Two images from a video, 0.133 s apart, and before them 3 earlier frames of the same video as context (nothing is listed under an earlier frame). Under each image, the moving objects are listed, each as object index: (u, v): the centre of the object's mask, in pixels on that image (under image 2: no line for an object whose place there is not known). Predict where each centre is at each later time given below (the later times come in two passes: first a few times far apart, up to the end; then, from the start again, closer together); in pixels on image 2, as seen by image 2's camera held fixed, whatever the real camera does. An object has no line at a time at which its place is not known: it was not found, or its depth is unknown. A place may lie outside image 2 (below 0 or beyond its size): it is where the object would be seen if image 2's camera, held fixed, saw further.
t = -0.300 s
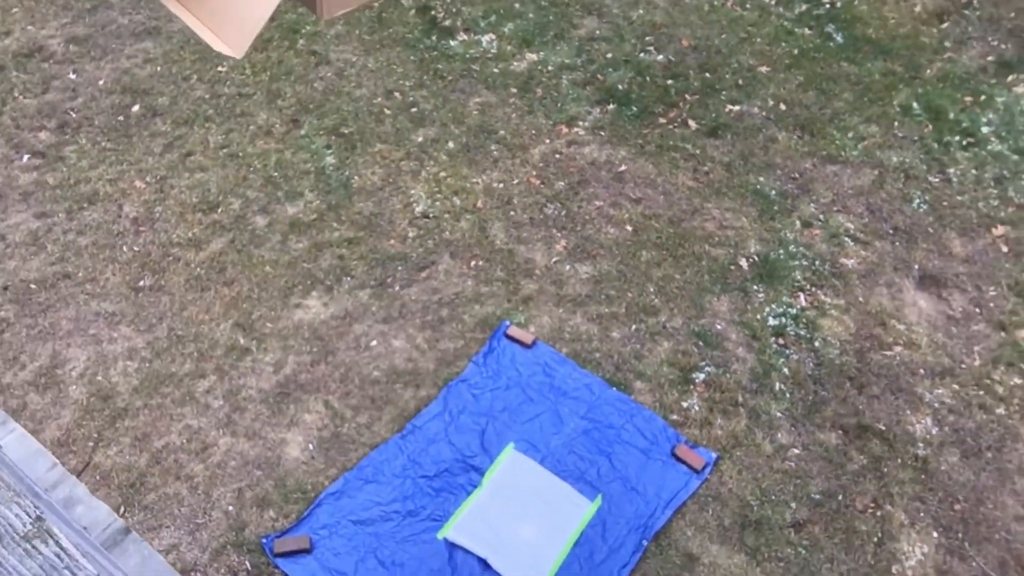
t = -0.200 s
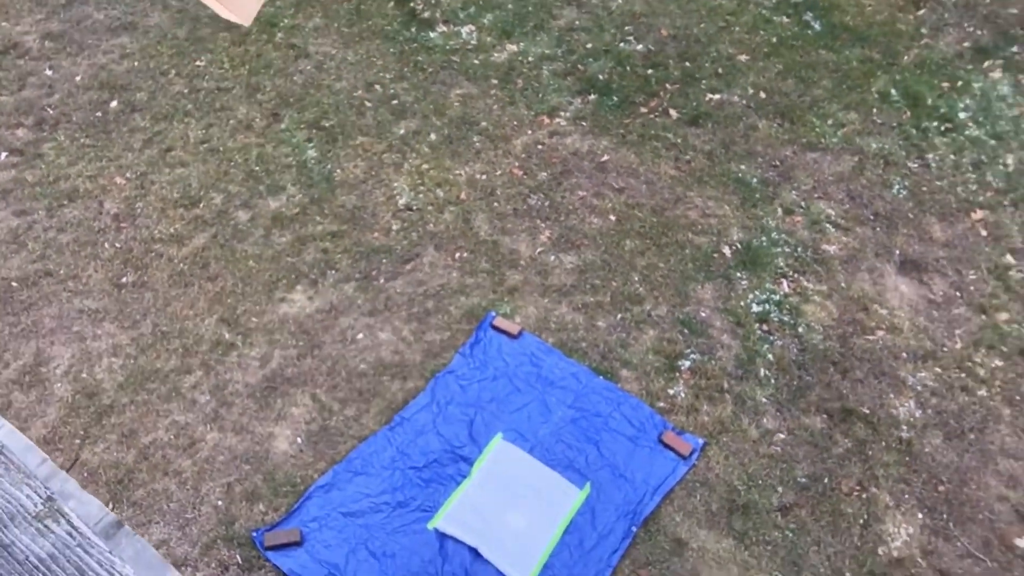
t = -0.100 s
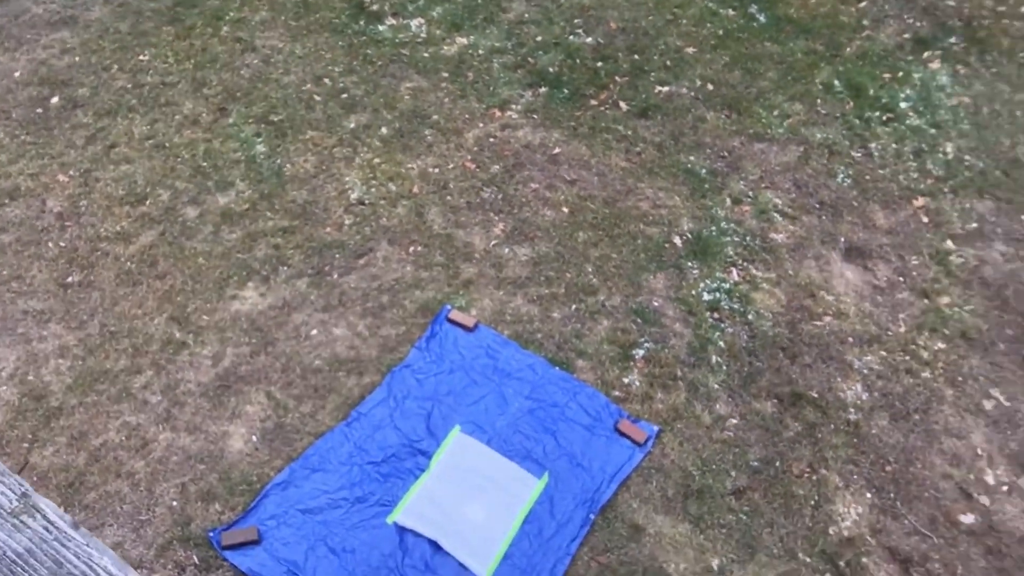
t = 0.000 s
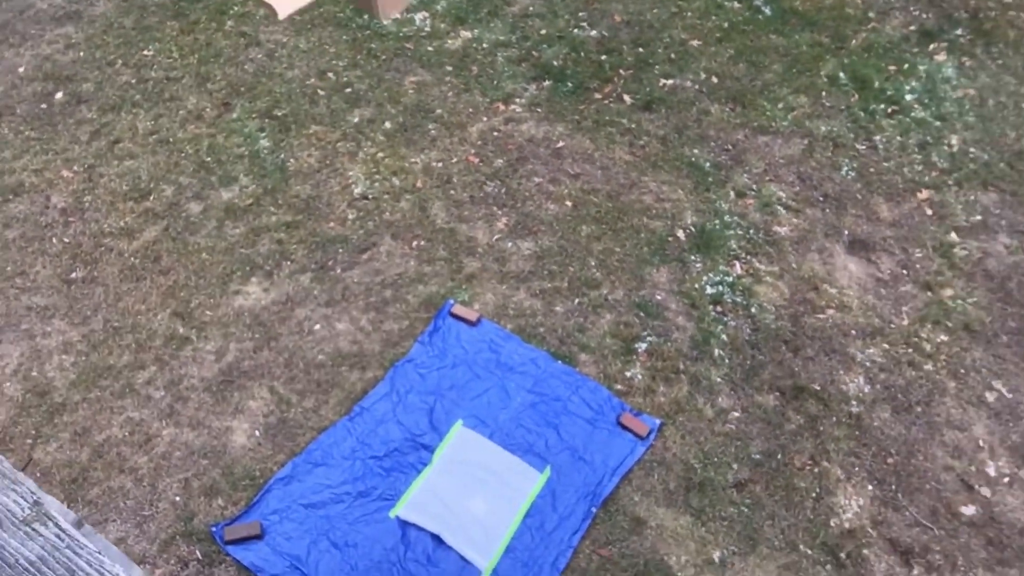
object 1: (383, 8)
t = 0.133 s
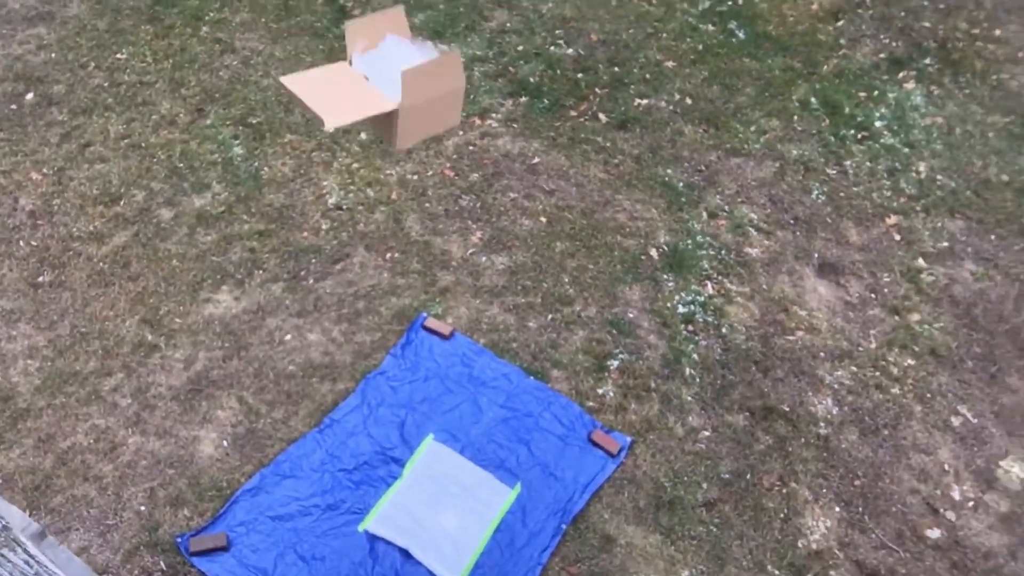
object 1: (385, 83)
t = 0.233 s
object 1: (422, 180)
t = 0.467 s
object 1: (465, 375)
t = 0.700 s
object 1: (464, 514)
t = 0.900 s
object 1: (452, 617)
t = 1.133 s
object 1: (431, 591)
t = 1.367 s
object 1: (425, 587)
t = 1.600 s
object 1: (425, 588)
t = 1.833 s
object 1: (425, 588)
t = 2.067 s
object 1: (424, 587)
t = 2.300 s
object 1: (424, 588)
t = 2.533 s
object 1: (424, 589)
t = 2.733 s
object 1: (425, 589)
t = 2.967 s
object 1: (425, 588)
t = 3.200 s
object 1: (430, 588)
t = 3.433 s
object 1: (430, 588)
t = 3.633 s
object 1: (429, 587)
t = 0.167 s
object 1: (398, 116)
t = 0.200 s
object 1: (410, 148)
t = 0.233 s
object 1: (422, 180)
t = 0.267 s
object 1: (433, 210)
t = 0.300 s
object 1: (443, 240)
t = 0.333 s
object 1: (451, 270)
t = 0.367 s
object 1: (456, 300)
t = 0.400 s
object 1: (460, 325)
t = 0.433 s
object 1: (463, 351)
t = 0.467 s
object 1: (465, 375)
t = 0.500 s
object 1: (466, 398)
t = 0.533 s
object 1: (467, 420)
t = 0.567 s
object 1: (467, 442)
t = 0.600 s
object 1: (465, 463)
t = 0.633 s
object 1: (463, 481)
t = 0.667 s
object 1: (461, 496)
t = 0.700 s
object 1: (464, 514)
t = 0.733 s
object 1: (465, 532)
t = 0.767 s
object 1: (463, 551)
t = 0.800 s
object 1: (457, 569)
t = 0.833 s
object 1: (454, 584)
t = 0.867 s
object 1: (453, 602)
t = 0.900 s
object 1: (452, 617)
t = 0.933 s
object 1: (445, 613)
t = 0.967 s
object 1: (445, 601)
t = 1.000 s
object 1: (444, 593)
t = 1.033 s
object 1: (441, 590)
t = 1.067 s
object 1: (435, 593)
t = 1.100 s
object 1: (432, 591)
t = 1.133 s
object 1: (431, 591)
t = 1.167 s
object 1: (432, 591)
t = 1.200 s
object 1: (425, 588)
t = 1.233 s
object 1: (424, 588)
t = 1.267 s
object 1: (423, 588)
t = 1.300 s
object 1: (423, 587)
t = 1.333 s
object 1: (423, 587)
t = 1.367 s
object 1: (425, 587)
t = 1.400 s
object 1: (425, 588)
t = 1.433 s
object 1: (425, 587)
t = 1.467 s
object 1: (425, 587)
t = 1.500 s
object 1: (424, 588)
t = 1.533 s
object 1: (424, 588)
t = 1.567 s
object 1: (425, 588)
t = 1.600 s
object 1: (425, 588)
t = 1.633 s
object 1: (425, 588)
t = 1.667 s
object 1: (425, 588)
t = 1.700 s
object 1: (424, 587)
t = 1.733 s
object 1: (425, 587)
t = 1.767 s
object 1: (424, 588)
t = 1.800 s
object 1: (425, 588)
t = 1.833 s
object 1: (425, 588)
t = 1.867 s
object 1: (424, 588)
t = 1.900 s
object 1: (424, 587)
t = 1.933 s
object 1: (425, 587)
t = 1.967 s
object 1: (425, 587)
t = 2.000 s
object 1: (425, 585)
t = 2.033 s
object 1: (424, 587)
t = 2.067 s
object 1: (424, 587)
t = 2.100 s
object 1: (424, 587)
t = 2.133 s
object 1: (425, 589)
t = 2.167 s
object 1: (425, 589)
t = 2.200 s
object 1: (424, 588)
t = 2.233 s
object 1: (425, 590)
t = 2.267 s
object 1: (424, 591)
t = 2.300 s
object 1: (424, 588)
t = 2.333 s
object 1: (424, 589)
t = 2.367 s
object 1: (424, 589)
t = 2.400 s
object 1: (424, 588)
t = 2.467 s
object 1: (425, 589)
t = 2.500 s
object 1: (424, 588)
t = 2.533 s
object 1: (424, 589)
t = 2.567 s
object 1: (424, 589)
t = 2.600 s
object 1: (424, 588)
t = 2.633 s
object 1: (424, 589)
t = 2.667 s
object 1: (425, 589)
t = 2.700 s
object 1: (424, 589)
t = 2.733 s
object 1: (425, 589)
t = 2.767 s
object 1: (424, 588)
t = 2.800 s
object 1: (424, 589)
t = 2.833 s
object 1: (425, 589)
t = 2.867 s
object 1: (424, 588)
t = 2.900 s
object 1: (425, 589)
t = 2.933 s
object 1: (425, 589)
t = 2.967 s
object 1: (425, 588)
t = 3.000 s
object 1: (424, 589)
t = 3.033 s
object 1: (430, 588)
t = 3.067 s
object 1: (430, 588)
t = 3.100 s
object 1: (430, 588)
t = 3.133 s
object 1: (430, 588)
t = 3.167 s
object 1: (431, 588)
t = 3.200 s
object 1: (430, 588)
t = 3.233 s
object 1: (431, 587)
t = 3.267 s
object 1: (431, 589)
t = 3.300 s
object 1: (430, 588)
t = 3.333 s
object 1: (430, 588)
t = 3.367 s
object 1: (431, 588)
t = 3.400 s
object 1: (431, 587)
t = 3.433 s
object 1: (430, 588)
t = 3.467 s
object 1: (431, 588)
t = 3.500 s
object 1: (431, 588)
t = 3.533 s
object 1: (431, 588)
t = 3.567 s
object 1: (430, 588)
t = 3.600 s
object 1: (430, 587)
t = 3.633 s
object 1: (429, 587)
